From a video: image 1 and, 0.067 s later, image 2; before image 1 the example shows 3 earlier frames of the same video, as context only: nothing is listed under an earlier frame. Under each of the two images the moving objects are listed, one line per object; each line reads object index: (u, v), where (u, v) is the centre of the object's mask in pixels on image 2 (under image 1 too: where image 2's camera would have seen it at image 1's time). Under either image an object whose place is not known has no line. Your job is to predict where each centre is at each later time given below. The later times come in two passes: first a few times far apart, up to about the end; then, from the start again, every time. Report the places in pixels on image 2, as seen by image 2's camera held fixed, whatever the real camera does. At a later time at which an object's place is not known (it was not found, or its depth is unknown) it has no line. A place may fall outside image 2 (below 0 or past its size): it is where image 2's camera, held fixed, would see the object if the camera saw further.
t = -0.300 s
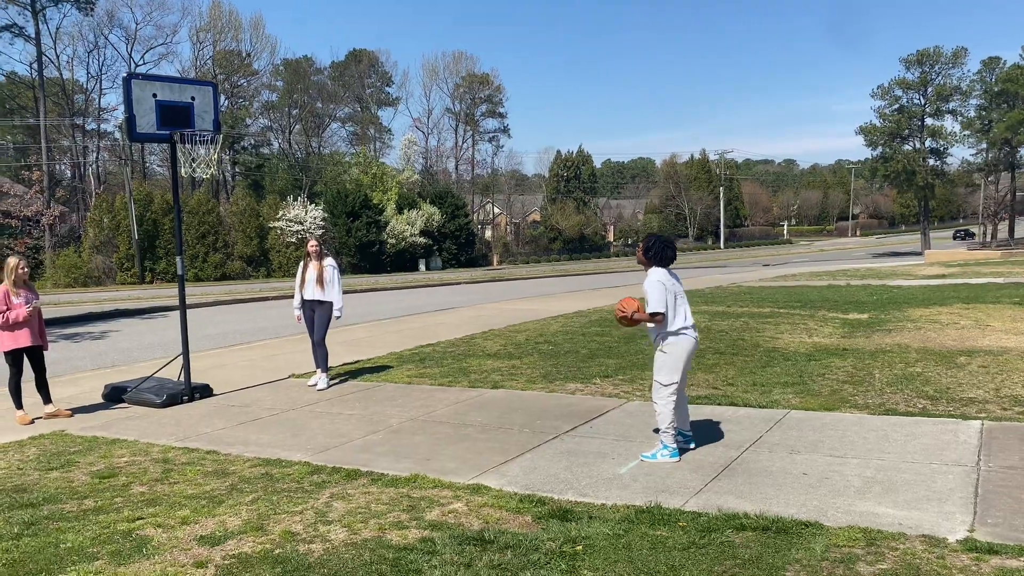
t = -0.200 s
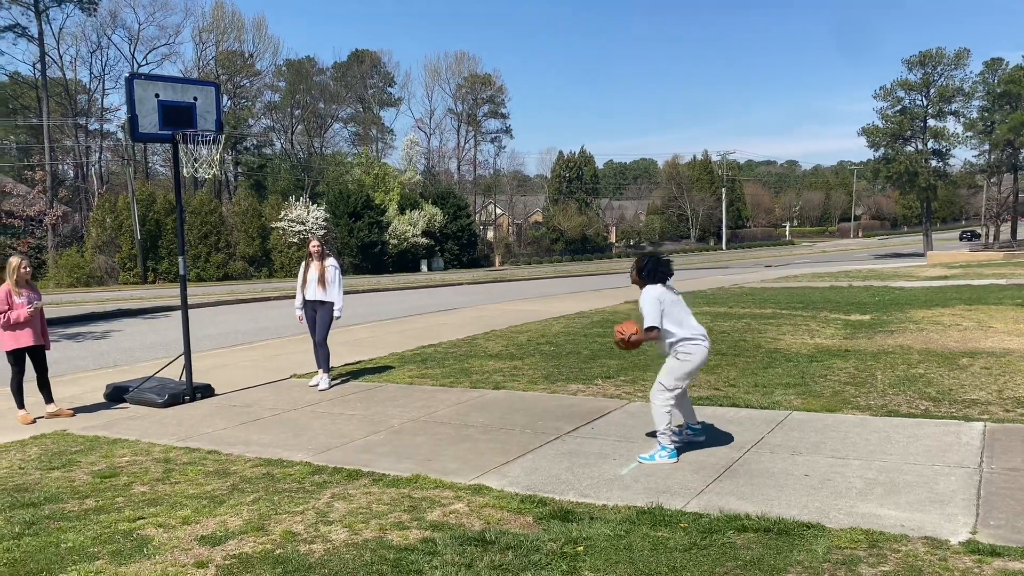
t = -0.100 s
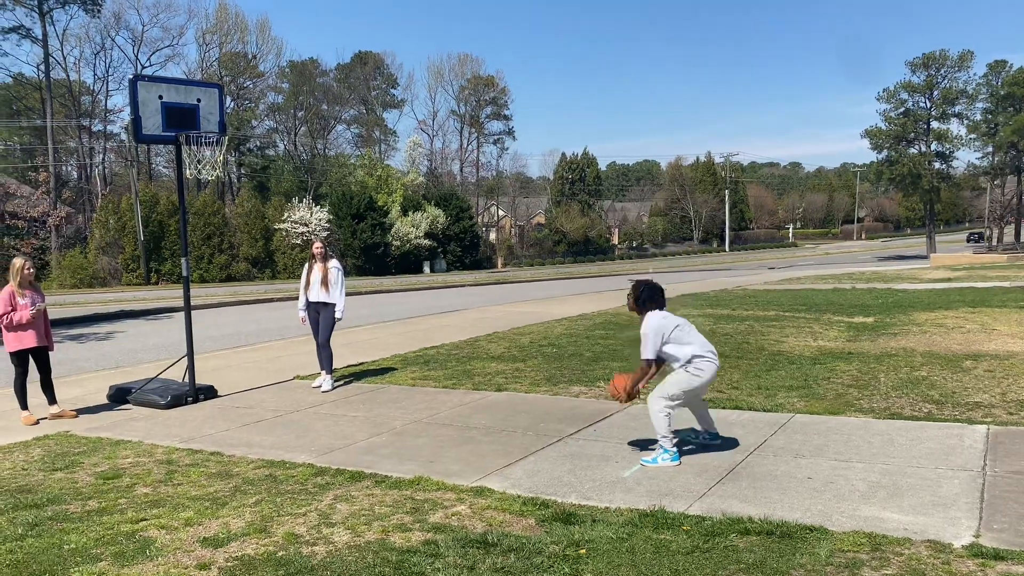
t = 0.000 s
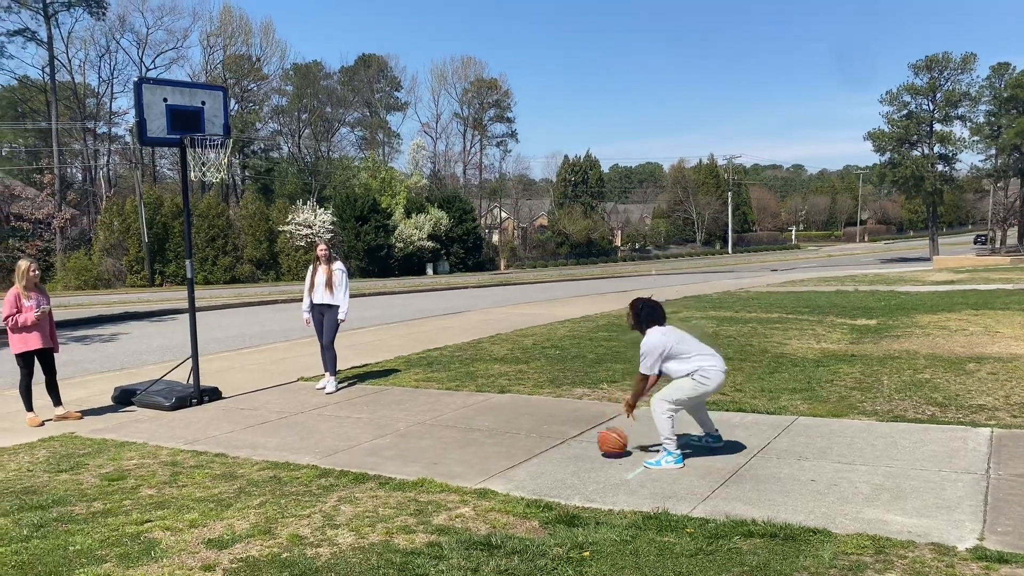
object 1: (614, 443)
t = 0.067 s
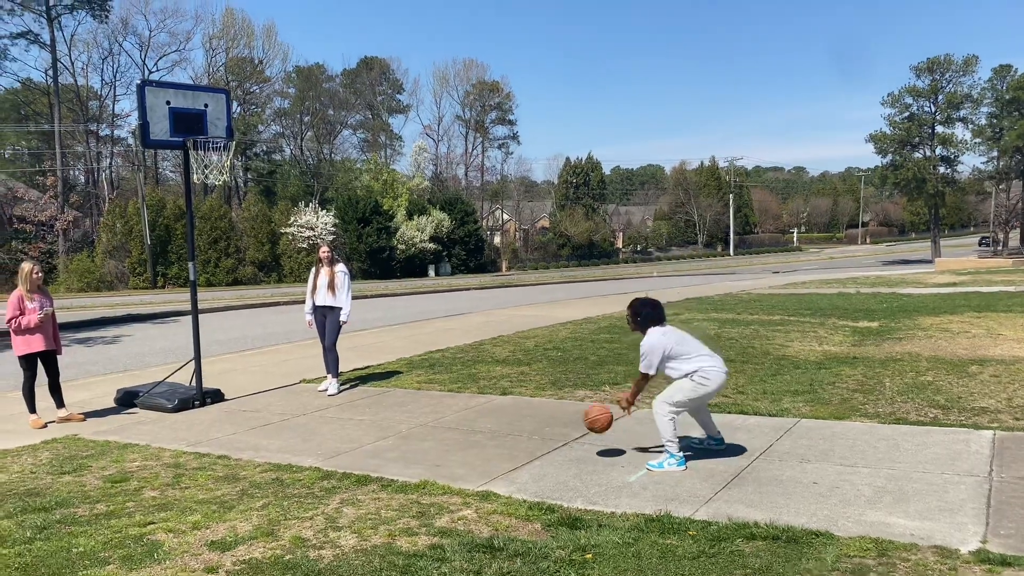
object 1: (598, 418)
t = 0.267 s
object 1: (549, 375)
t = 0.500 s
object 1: (489, 388)
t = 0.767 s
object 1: (421, 439)
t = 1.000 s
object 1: (366, 406)
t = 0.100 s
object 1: (589, 407)
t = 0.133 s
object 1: (581, 399)
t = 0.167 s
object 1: (573, 390)
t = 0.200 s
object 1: (565, 384)
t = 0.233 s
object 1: (557, 379)
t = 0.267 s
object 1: (549, 375)
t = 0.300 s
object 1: (540, 373)
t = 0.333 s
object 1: (531, 372)
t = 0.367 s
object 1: (524, 372)
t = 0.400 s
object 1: (514, 374)
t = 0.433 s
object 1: (506, 378)
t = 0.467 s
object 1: (499, 382)
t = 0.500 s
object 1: (489, 388)
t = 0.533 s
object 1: (481, 397)
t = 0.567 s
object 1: (472, 406)
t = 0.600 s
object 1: (464, 417)
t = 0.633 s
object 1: (456, 430)
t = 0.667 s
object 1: (446, 443)
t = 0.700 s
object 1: (438, 459)
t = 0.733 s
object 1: (430, 450)
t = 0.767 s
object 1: (421, 439)
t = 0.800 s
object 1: (415, 430)
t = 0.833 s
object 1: (406, 422)
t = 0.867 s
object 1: (398, 416)
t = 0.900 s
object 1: (390, 412)
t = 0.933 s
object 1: (382, 409)
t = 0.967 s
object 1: (374, 407)
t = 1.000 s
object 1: (366, 406)
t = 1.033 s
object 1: (358, 408)
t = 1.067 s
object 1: (350, 411)
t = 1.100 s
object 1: (342, 415)
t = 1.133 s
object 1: (333, 420)
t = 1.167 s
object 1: (325, 428)
